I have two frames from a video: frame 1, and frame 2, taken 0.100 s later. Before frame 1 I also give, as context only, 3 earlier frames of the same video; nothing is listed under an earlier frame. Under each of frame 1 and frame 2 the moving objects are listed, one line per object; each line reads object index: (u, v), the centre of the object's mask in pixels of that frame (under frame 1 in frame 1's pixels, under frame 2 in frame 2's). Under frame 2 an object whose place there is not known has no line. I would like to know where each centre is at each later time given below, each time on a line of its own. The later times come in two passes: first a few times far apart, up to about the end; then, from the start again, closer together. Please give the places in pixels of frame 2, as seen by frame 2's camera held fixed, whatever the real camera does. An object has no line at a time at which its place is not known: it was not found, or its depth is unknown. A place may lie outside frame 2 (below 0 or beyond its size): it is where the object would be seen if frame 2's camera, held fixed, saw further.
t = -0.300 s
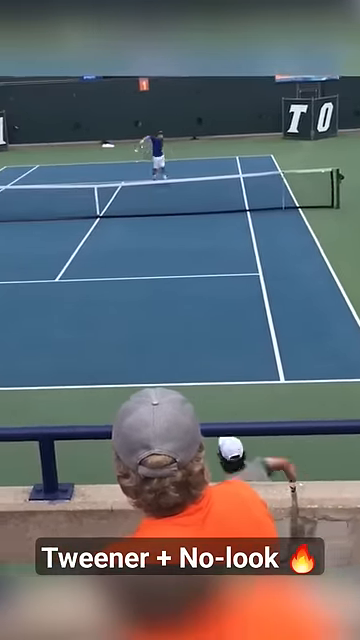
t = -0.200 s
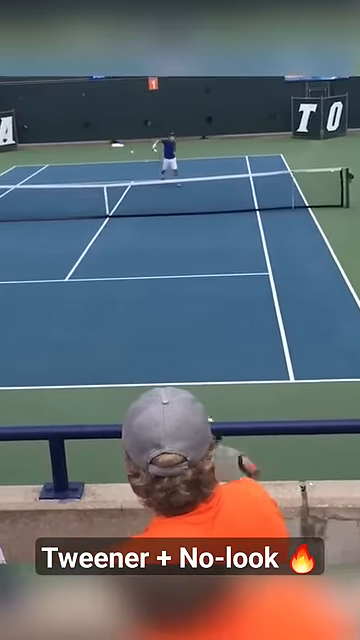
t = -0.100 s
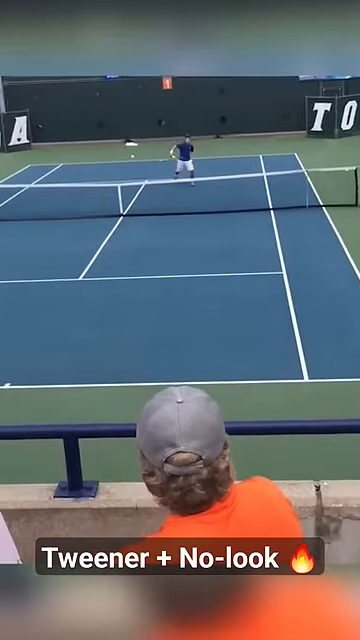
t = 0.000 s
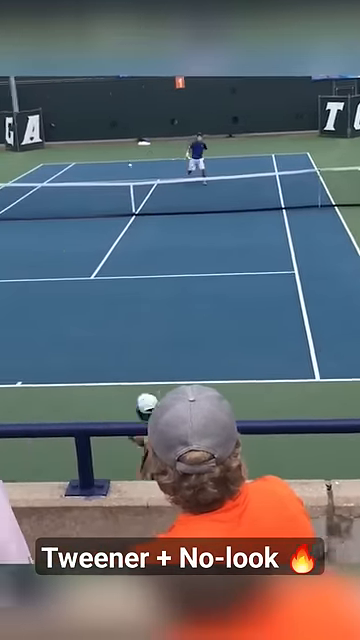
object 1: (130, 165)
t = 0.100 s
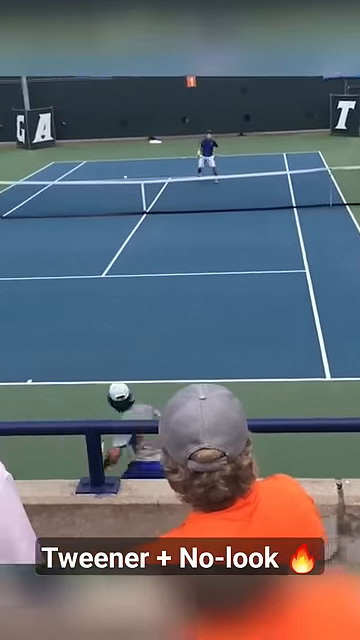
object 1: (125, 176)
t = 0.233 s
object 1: (103, 202)
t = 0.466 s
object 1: (64, 263)
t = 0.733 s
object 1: (32, 240)
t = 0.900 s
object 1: (13, 244)
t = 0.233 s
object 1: (103, 202)
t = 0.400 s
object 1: (73, 248)
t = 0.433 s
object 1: (68, 259)
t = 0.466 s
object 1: (64, 263)
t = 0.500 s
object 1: (58, 258)
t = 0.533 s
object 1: (54, 254)
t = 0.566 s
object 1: (51, 251)
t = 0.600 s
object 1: (47, 247)
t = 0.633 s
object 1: (43, 245)
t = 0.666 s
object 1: (39, 243)
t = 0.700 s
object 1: (35, 241)
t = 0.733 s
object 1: (32, 240)
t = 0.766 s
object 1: (28, 239)
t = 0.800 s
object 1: (25, 239)
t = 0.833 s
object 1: (21, 240)
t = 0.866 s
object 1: (17, 241)
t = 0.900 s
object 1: (13, 244)
